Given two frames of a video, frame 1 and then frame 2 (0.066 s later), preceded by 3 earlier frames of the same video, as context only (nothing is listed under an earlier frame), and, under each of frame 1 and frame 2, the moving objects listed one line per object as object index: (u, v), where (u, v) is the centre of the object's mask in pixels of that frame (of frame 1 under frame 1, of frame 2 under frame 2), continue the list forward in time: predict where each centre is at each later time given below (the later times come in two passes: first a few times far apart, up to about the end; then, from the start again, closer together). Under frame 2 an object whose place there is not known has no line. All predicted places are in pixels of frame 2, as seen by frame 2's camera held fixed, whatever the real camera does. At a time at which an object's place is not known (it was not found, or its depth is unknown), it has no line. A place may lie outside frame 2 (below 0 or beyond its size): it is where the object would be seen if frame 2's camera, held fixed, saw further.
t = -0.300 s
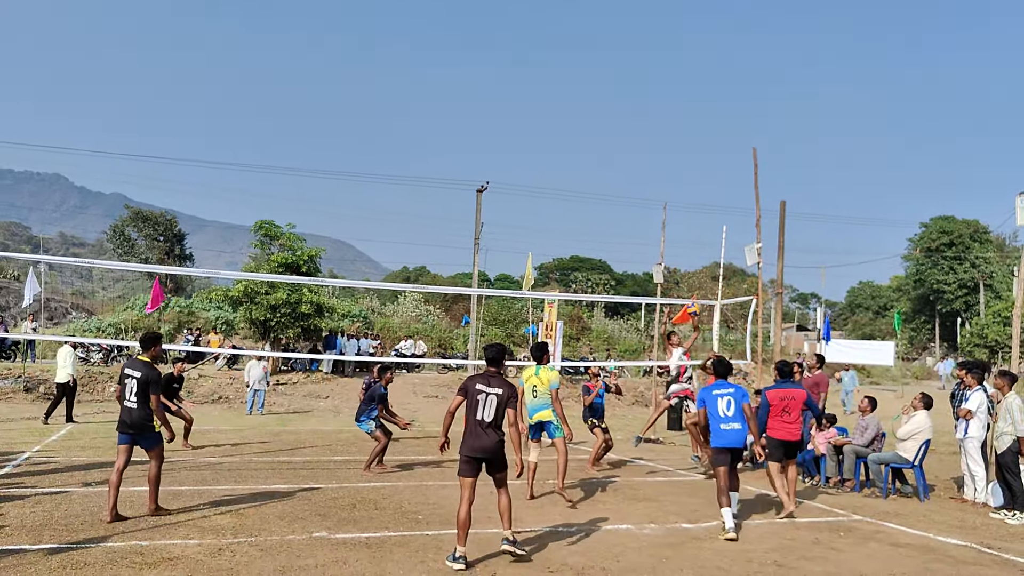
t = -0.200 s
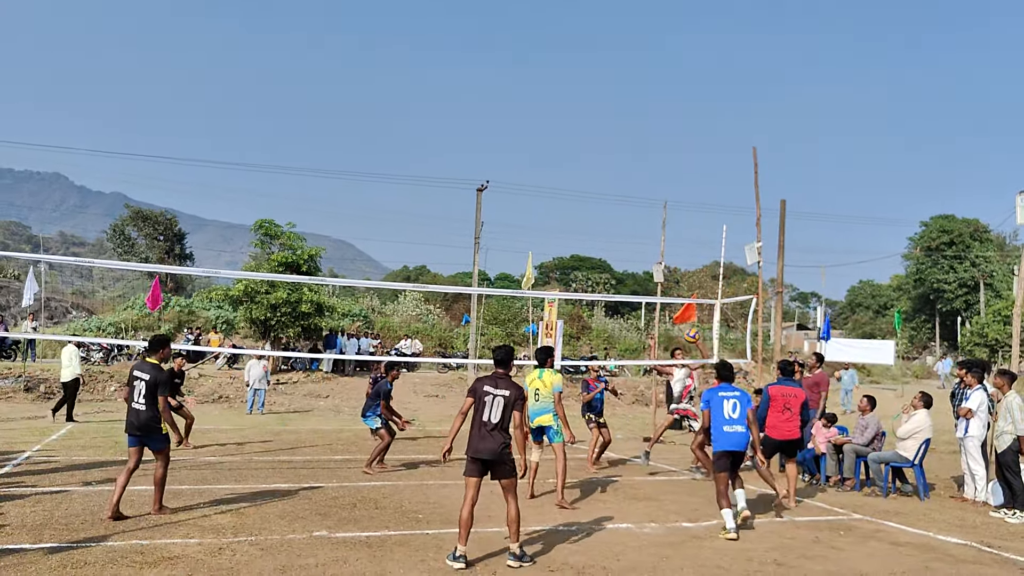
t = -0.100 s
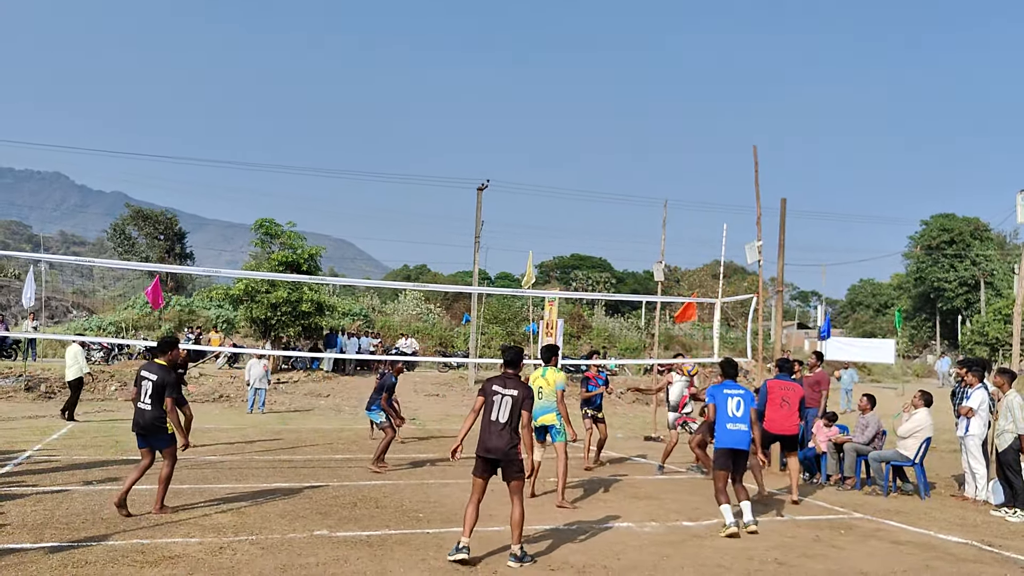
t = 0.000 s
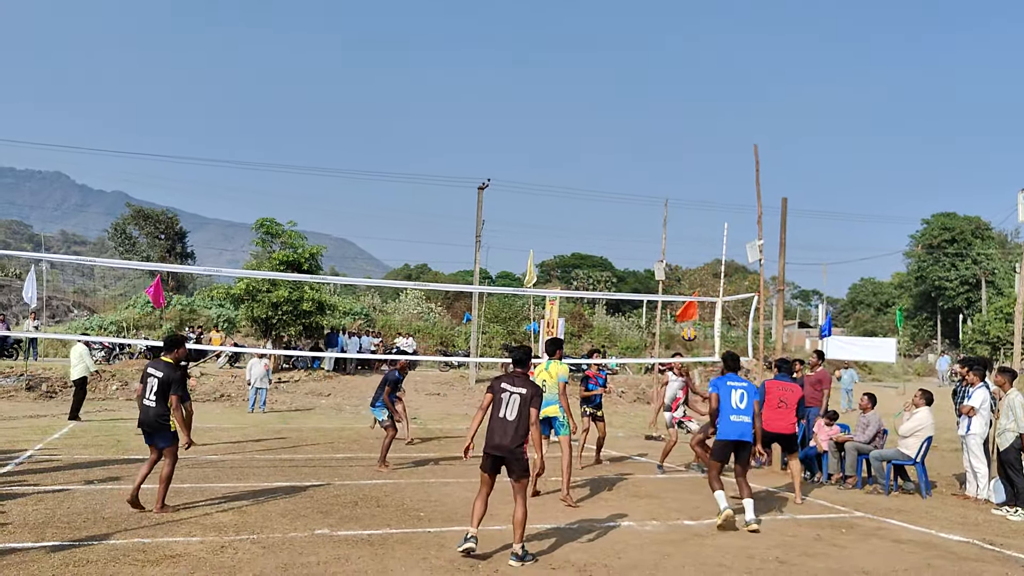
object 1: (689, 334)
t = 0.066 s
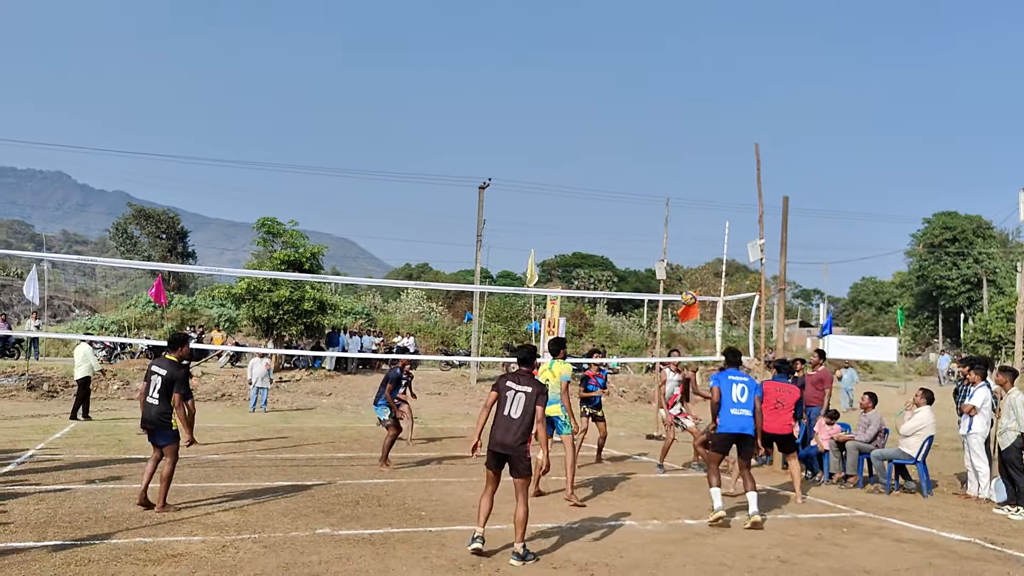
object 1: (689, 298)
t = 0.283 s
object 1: (685, 206)
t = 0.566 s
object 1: (680, 135)
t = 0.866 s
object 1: (674, 124)
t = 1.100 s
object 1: (668, 164)
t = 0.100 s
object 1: (688, 281)
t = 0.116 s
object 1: (688, 274)
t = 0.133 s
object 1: (688, 266)
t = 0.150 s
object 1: (688, 259)
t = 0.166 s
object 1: (687, 252)
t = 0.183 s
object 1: (687, 244)
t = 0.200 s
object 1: (687, 238)
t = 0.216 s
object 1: (687, 231)
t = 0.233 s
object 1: (686, 225)
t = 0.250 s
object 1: (686, 218)
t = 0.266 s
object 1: (686, 212)
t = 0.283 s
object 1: (685, 206)
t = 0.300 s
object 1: (685, 200)
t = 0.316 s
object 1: (684, 194)
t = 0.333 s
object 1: (684, 188)
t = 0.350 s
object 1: (684, 184)
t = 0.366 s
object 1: (684, 179)
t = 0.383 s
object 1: (683, 175)
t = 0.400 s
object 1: (683, 170)
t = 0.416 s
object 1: (682, 166)
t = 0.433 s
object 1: (682, 162)
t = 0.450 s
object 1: (682, 157)
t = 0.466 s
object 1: (682, 153)
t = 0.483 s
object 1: (681, 150)
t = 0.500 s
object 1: (681, 146)
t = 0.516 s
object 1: (681, 143)
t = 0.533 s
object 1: (681, 140)
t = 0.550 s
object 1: (680, 137)
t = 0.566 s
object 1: (680, 135)
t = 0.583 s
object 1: (680, 132)
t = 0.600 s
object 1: (680, 130)
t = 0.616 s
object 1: (679, 128)
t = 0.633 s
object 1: (679, 126)
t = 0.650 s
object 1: (679, 125)
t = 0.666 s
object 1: (678, 123)
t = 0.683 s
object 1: (678, 121)
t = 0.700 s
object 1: (677, 120)
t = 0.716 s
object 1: (677, 119)
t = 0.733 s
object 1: (677, 119)
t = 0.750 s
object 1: (677, 119)
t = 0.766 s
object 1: (676, 119)
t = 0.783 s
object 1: (676, 120)
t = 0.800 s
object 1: (675, 120)
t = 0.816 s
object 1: (675, 120)
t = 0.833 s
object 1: (675, 121)
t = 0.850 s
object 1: (674, 122)
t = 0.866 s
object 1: (674, 124)
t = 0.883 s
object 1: (673, 125)
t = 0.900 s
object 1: (673, 127)
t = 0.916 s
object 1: (673, 129)
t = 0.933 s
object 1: (672, 131)
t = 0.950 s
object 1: (672, 133)
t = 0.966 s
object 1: (672, 136)
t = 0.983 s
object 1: (671, 138)
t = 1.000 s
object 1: (671, 141)
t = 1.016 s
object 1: (670, 144)
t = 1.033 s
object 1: (670, 147)
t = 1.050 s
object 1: (669, 151)
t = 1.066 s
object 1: (669, 155)
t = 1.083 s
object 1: (668, 160)
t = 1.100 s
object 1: (668, 164)
